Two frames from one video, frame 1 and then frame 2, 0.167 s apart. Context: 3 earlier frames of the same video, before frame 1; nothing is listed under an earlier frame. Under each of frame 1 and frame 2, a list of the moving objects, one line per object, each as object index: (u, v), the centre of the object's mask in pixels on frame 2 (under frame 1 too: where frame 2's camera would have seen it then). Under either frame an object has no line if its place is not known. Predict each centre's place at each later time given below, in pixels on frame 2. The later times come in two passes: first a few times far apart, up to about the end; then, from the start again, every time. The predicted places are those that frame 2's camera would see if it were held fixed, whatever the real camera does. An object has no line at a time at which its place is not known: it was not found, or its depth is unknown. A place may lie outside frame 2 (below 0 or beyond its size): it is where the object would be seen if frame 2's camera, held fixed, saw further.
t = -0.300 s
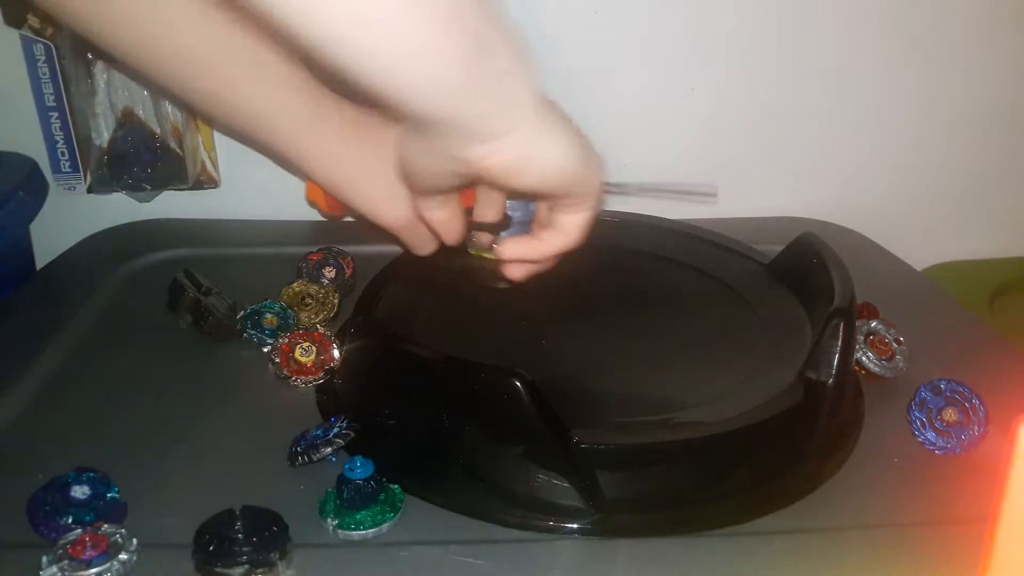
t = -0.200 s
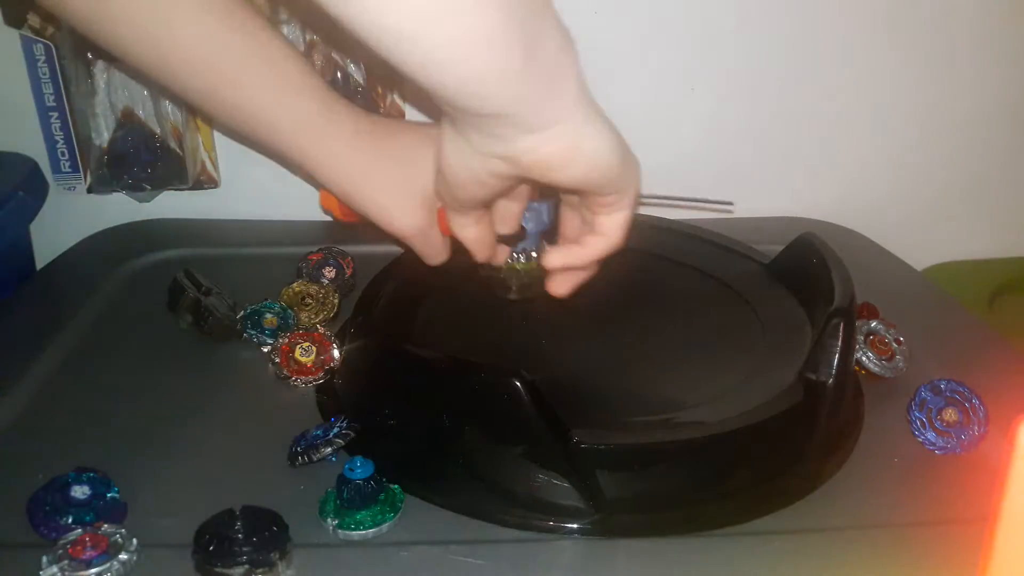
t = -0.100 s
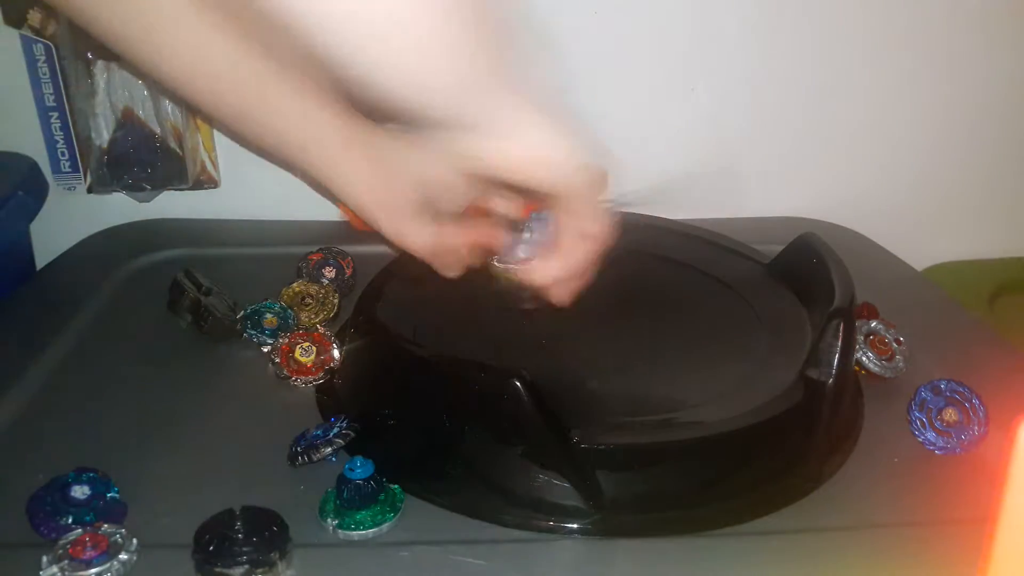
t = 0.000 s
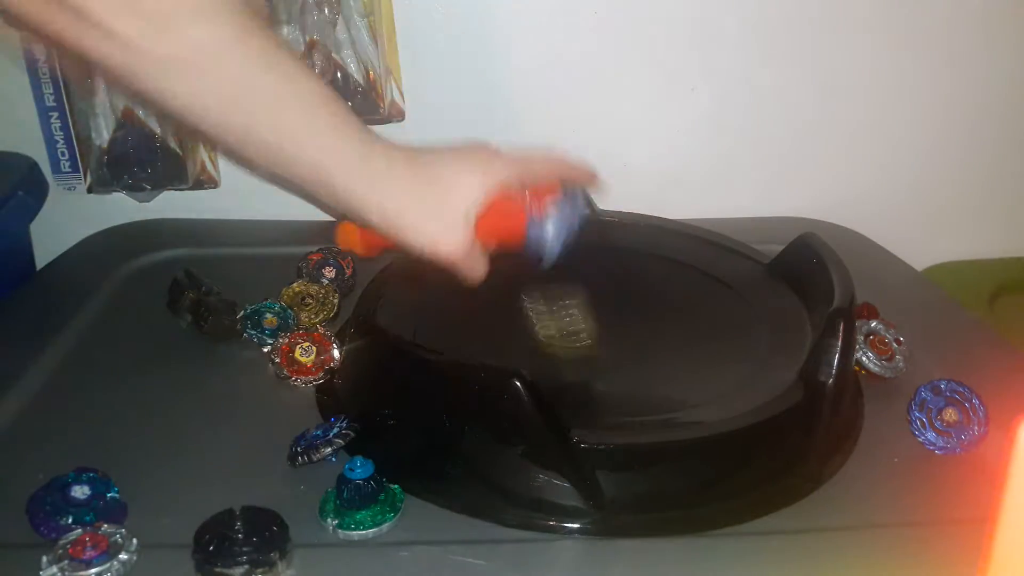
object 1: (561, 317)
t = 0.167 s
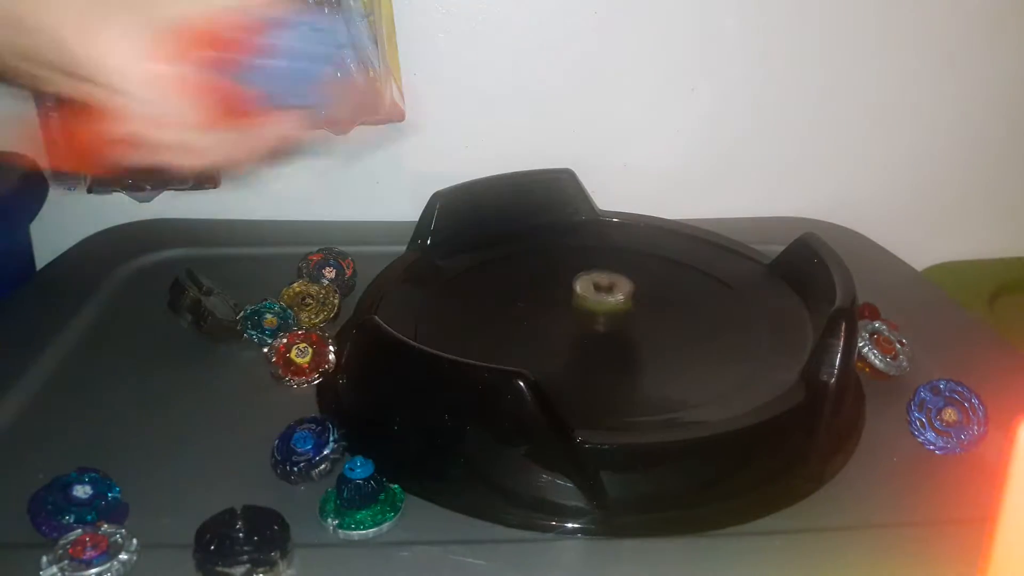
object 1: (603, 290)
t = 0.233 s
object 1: (593, 278)
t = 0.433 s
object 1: (515, 291)
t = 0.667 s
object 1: (541, 348)
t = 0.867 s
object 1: (706, 318)
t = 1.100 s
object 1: (640, 248)
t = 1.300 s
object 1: (471, 293)
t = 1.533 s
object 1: (556, 365)
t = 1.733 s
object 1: (736, 330)
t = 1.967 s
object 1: (642, 260)
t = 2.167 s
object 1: (468, 287)
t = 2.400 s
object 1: (531, 358)
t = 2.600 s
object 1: (693, 332)
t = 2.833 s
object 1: (618, 260)
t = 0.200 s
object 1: (599, 283)
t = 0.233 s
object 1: (593, 278)
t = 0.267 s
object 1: (584, 275)
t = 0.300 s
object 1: (574, 274)
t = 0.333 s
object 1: (561, 276)
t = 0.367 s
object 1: (545, 279)
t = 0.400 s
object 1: (529, 284)
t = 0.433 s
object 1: (515, 291)
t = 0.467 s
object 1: (503, 302)
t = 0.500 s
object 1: (497, 313)
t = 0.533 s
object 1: (494, 324)
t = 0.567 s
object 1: (498, 334)
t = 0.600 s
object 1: (508, 340)
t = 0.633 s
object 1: (522, 343)
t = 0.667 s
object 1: (541, 348)
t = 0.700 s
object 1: (566, 350)
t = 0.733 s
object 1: (595, 349)
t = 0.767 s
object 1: (627, 347)
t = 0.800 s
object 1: (659, 340)
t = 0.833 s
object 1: (686, 330)
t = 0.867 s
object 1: (706, 318)
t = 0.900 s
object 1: (717, 305)
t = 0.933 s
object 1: (722, 292)
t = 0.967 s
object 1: (718, 279)
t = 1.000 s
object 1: (705, 268)
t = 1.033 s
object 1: (688, 258)
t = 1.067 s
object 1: (666, 252)
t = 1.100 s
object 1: (640, 248)
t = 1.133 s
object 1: (611, 247)
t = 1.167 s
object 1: (580, 251)
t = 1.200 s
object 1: (551, 257)
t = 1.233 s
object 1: (522, 267)
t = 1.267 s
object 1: (493, 278)
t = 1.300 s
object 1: (471, 293)
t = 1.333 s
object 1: (453, 312)
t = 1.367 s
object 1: (446, 327)
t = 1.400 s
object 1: (452, 330)
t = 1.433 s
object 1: (463, 340)
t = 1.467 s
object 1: (487, 348)
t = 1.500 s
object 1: (517, 356)
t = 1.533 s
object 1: (556, 365)
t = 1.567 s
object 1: (592, 368)
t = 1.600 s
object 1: (631, 366)
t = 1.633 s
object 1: (667, 362)
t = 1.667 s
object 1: (699, 354)
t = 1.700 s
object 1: (721, 343)
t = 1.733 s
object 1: (736, 330)
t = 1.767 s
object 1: (744, 316)
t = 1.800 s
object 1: (743, 303)
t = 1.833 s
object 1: (734, 292)
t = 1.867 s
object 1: (719, 281)
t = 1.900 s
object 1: (695, 273)
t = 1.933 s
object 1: (671, 265)
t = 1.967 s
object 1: (642, 260)
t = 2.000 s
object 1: (612, 258)
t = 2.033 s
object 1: (582, 259)
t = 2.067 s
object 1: (551, 261)
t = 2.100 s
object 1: (520, 267)
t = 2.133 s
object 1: (492, 276)
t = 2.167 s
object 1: (468, 287)
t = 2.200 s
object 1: (448, 300)
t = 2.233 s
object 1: (433, 316)
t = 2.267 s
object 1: (431, 324)
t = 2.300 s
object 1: (442, 330)
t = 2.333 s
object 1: (464, 342)
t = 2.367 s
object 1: (494, 350)
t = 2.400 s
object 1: (531, 358)
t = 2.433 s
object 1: (569, 363)
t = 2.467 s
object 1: (606, 362)
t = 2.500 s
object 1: (635, 358)
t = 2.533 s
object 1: (663, 351)
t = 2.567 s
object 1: (681, 342)
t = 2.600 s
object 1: (693, 332)
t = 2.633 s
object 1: (698, 320)
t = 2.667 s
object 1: (696, 307)
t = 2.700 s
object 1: (689, 294)
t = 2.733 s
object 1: (675, 282)
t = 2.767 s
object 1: (659, 273)
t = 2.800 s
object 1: (638, 265)
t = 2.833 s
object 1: (618, 260)
